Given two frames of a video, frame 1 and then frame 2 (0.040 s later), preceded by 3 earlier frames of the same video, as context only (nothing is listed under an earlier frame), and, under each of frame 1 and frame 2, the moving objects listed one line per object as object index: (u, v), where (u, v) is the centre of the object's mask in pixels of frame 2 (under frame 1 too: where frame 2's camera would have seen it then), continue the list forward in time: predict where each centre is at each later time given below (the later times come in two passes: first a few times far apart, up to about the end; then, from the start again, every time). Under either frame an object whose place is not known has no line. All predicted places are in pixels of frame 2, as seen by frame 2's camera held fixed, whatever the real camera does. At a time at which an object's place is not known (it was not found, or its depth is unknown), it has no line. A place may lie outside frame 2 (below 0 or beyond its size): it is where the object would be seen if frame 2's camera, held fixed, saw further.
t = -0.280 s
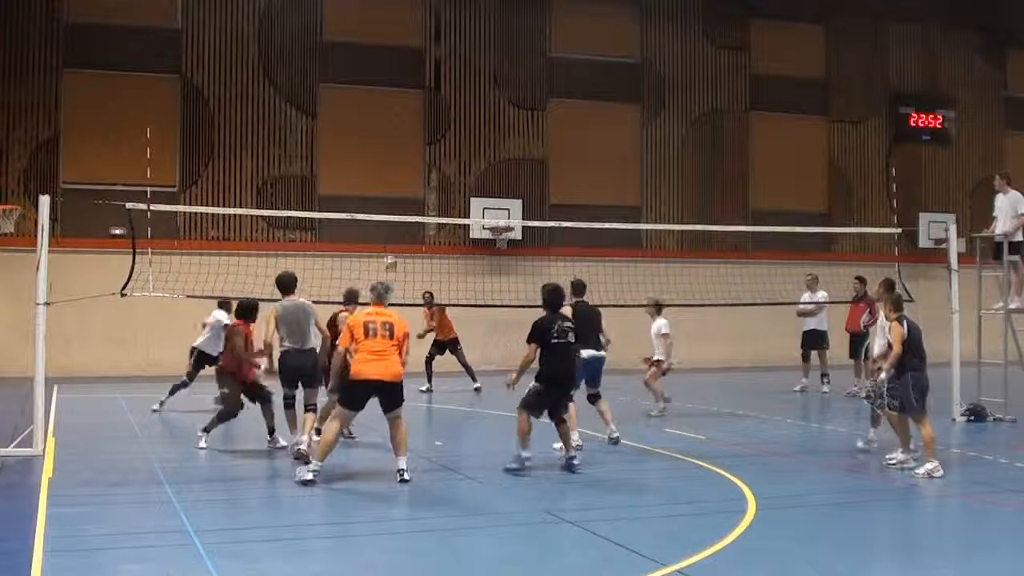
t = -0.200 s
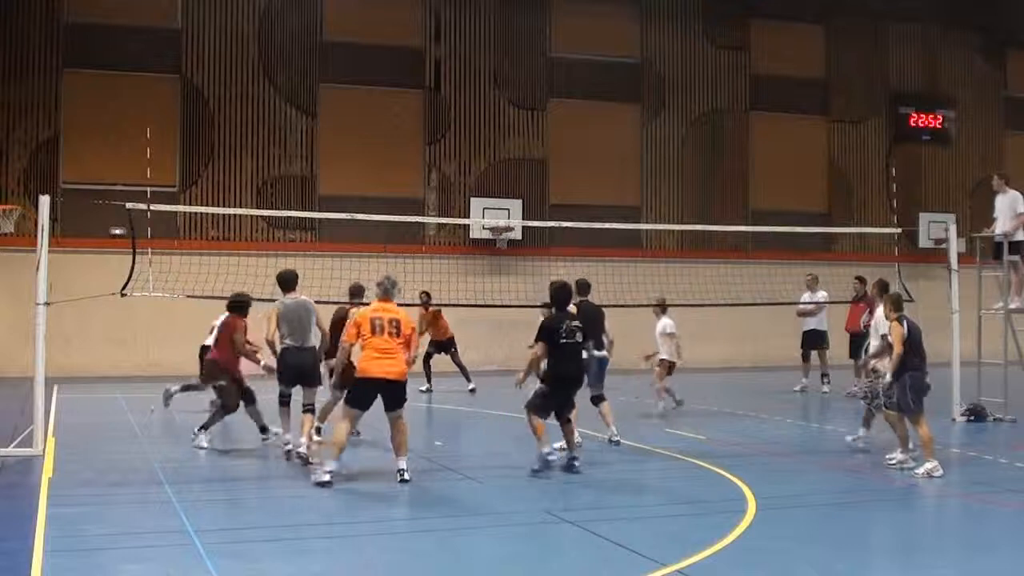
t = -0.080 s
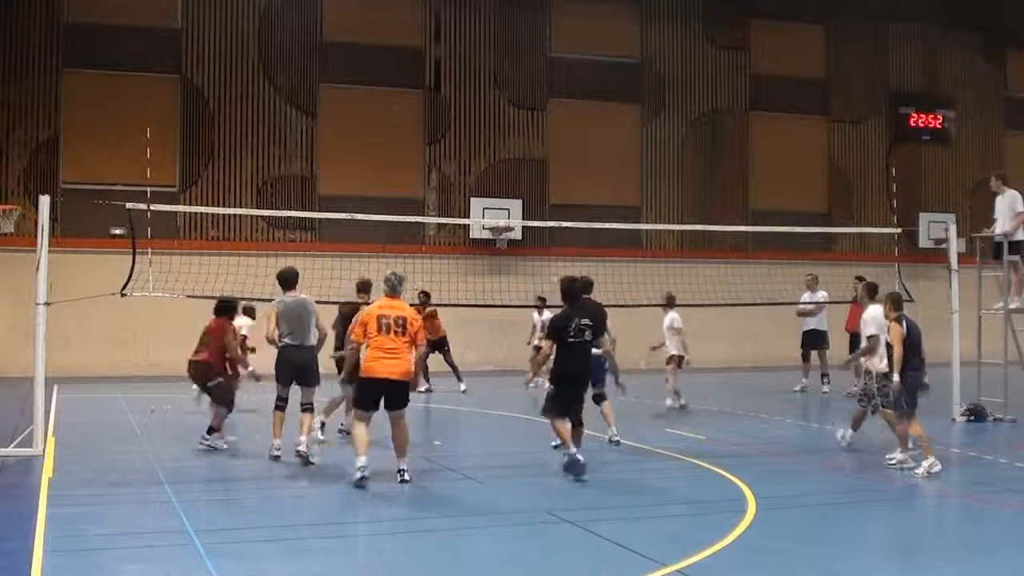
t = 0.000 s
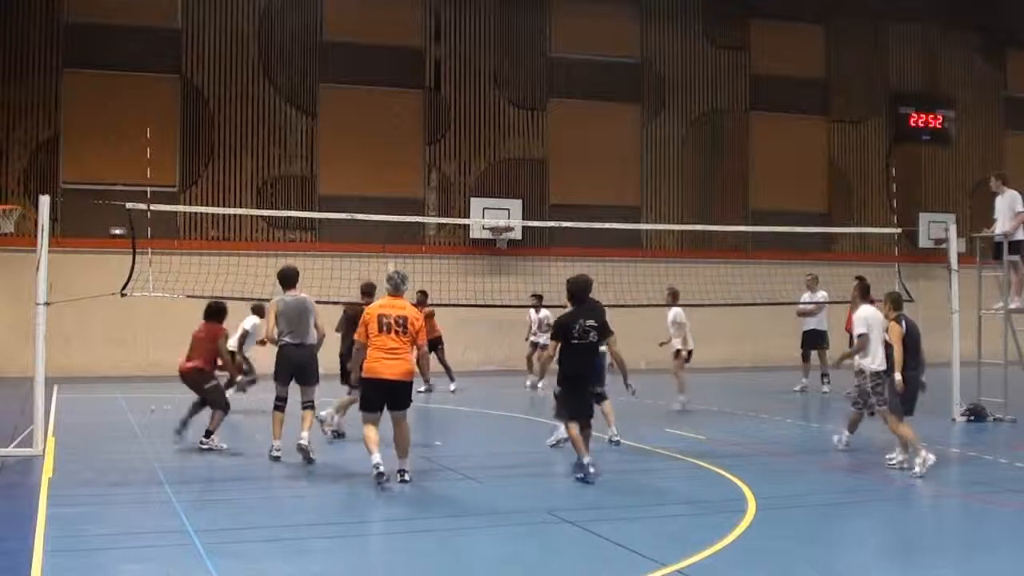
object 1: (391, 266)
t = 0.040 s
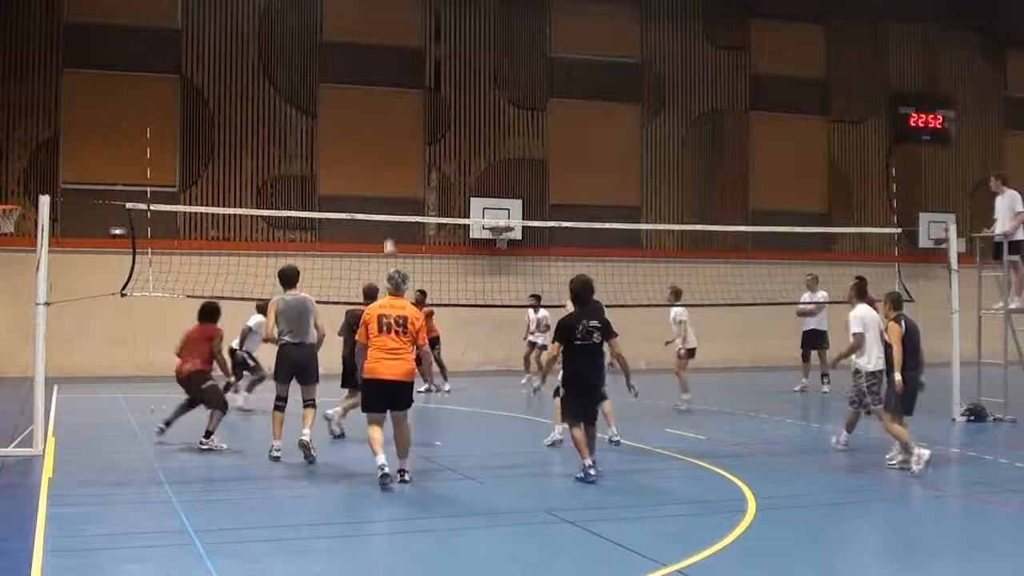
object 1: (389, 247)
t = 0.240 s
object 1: (374, 157)
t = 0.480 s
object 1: (358, 79)
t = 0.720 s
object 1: (340, 33)
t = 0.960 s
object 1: (323, 20)
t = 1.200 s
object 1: (304, 46)
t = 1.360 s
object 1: (290, 88)
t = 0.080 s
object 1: (386, 228)
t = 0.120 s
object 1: (383, 207)
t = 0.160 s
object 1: (379, 191)
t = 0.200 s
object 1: (376, 173)
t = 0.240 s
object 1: (374, 157)
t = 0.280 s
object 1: (371, 141)
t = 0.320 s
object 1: (369, 127)
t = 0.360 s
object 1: (366, 113)
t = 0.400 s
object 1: (363, 100)
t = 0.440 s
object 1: (359, 89)
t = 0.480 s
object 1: (358, 79)
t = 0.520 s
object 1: (354, 68)
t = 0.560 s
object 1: (352, 60)
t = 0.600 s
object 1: (349, 52)
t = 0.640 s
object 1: (346, 44)
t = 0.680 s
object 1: (344, 39)
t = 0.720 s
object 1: (340, 33)
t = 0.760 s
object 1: (338, 29)
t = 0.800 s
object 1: (334, 24)
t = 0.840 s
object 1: (332, 23)
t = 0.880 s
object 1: (329, 21)
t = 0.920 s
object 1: (327, 22)
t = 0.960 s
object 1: (323, 20)
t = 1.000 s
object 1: (320, 24)
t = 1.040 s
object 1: (317, 27)
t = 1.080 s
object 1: (314, 30)
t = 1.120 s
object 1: (311, 36)
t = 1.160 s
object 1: (308, 42)
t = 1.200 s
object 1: (304, 46)
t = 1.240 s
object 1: (301, 57)
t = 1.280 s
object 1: (298, 66)
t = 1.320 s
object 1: (294, 77)
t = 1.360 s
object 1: (290, 88)
